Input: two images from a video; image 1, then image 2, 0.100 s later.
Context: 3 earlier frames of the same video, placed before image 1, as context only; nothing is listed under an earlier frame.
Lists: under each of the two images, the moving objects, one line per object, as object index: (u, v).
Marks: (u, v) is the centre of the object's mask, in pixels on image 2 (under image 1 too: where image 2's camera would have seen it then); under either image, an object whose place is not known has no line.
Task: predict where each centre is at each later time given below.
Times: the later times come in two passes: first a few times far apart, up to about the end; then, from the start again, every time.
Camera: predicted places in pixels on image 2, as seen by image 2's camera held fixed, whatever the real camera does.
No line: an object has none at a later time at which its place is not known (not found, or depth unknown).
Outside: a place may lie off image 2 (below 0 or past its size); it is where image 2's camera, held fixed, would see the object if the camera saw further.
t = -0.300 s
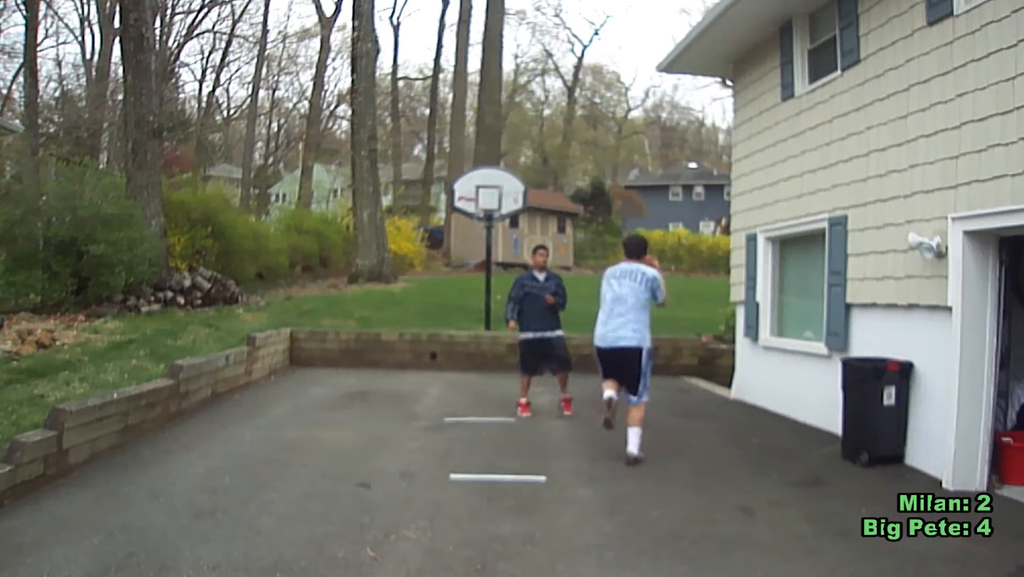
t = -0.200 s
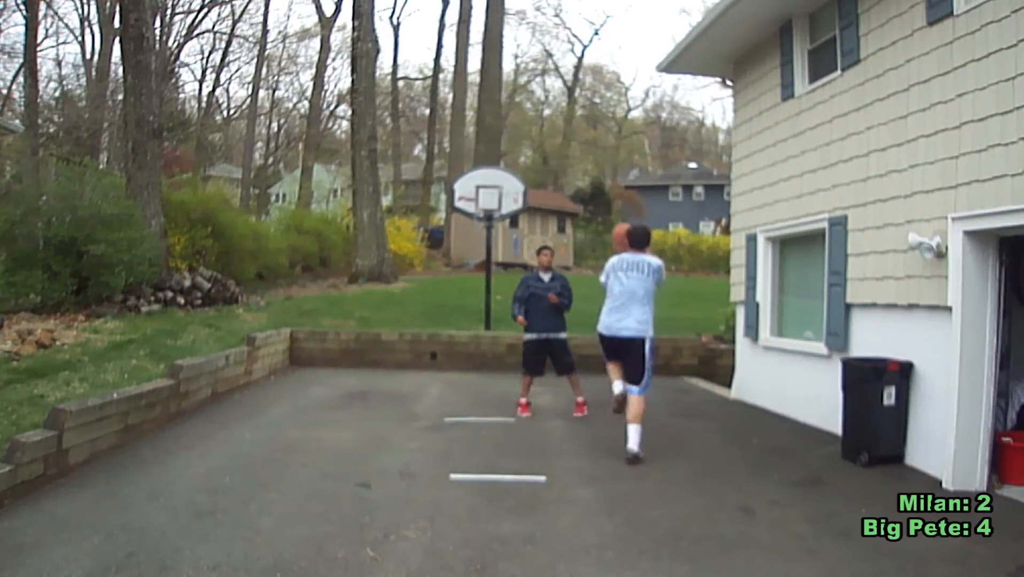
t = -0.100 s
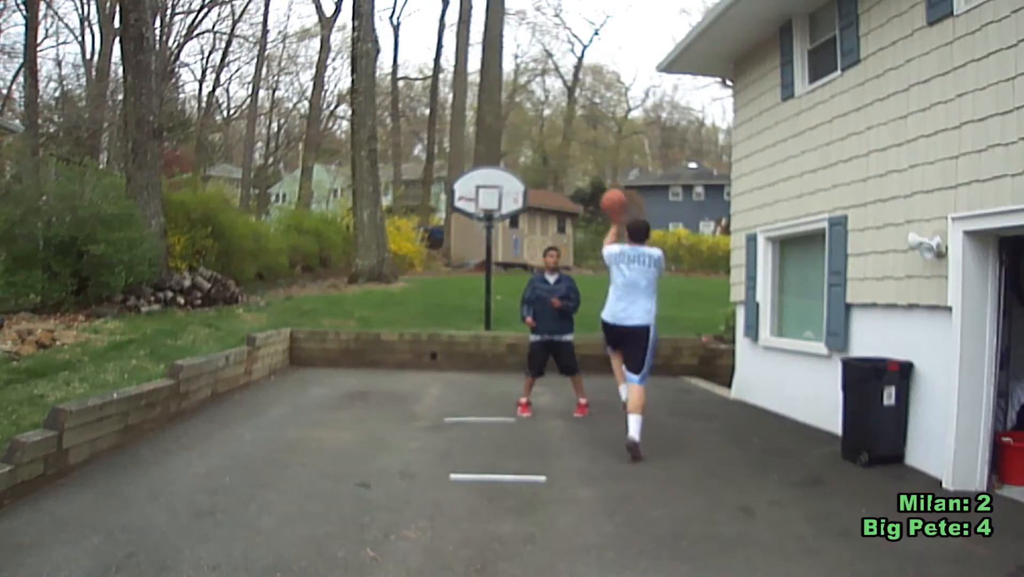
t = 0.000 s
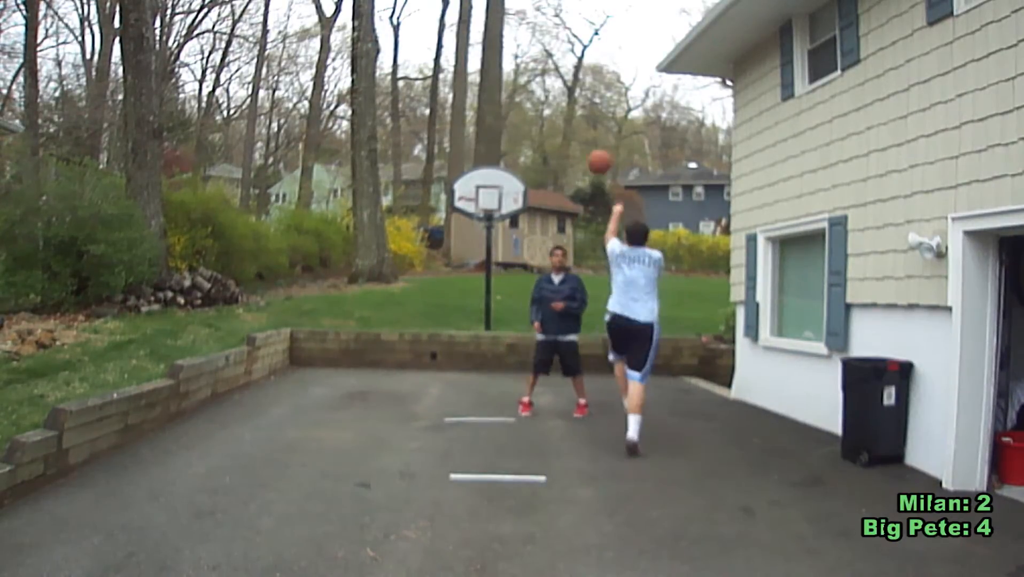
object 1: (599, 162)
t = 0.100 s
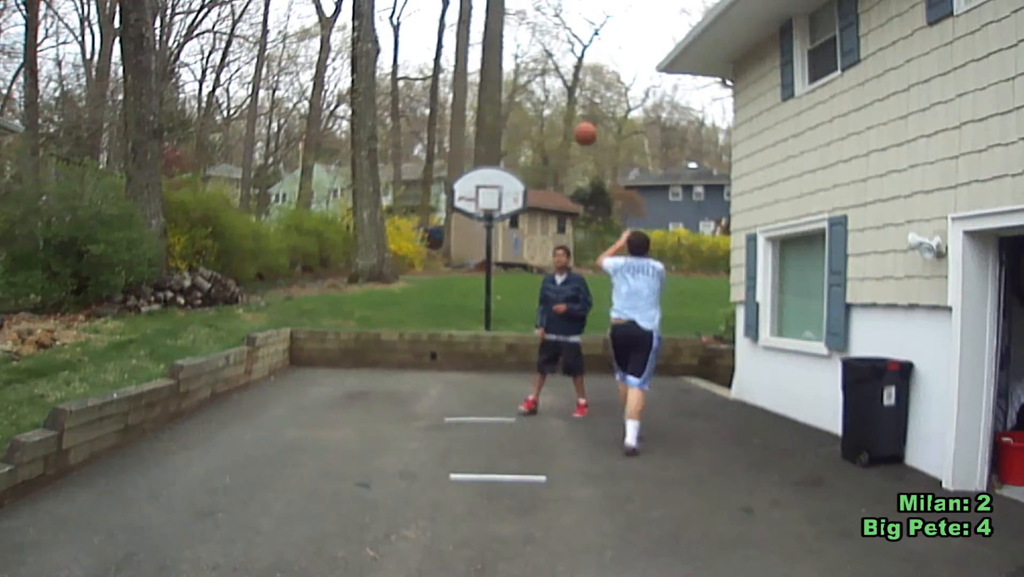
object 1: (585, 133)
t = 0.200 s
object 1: (573, 118)
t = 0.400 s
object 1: (551, 114)
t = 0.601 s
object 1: (532, 140)
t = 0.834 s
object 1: (513, 197)
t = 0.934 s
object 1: (515, 224)
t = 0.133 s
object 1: (581, 127)
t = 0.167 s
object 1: (577, 122)
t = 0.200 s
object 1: (573, 118)
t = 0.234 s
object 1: (569, 115)
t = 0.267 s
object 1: (565, 113)
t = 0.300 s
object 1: (562, 112)
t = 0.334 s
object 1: (558, 112)
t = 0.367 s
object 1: (554, 112)
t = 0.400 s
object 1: (551, 114)
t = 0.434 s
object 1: (547, 117)
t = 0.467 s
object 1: (544, 120)
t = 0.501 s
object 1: (541, 124)
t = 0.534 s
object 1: (538, 128)
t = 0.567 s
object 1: (535, 134)
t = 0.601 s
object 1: (532, 140)
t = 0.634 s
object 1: (529, 146)
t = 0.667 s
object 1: (526, 153)
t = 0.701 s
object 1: (524, 161)
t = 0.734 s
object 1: (521, 169)
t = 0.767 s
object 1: (519, 177)
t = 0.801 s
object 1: (516, 187)
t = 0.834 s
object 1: (513, 197)
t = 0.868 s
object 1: (511, 207)
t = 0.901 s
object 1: (511, 216)
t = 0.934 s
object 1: (515, 224)
